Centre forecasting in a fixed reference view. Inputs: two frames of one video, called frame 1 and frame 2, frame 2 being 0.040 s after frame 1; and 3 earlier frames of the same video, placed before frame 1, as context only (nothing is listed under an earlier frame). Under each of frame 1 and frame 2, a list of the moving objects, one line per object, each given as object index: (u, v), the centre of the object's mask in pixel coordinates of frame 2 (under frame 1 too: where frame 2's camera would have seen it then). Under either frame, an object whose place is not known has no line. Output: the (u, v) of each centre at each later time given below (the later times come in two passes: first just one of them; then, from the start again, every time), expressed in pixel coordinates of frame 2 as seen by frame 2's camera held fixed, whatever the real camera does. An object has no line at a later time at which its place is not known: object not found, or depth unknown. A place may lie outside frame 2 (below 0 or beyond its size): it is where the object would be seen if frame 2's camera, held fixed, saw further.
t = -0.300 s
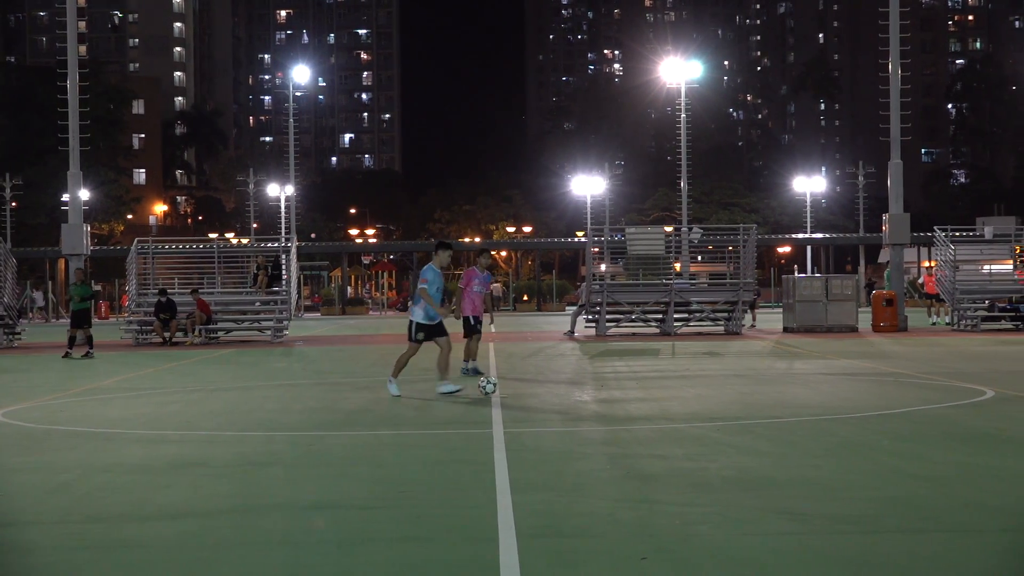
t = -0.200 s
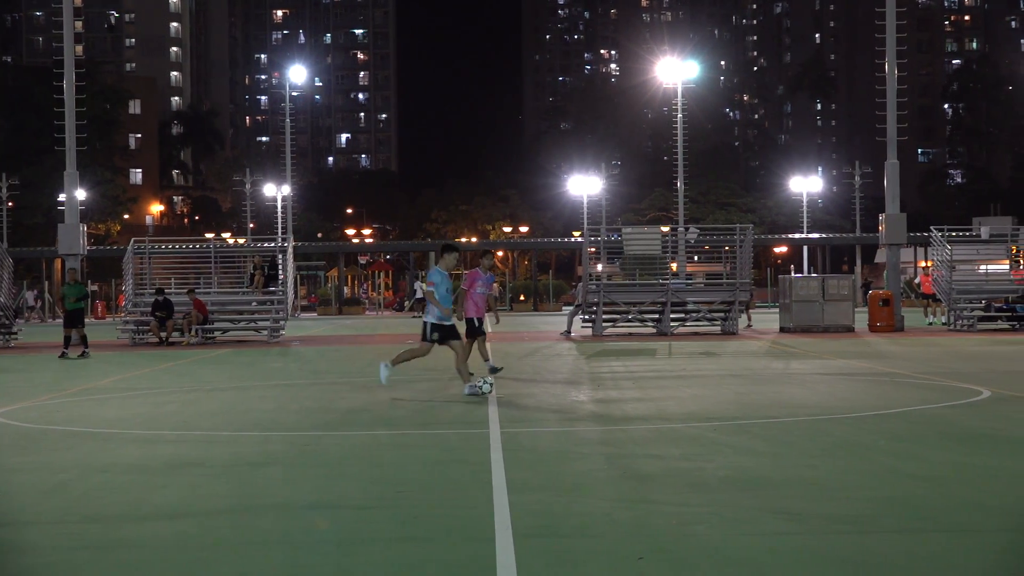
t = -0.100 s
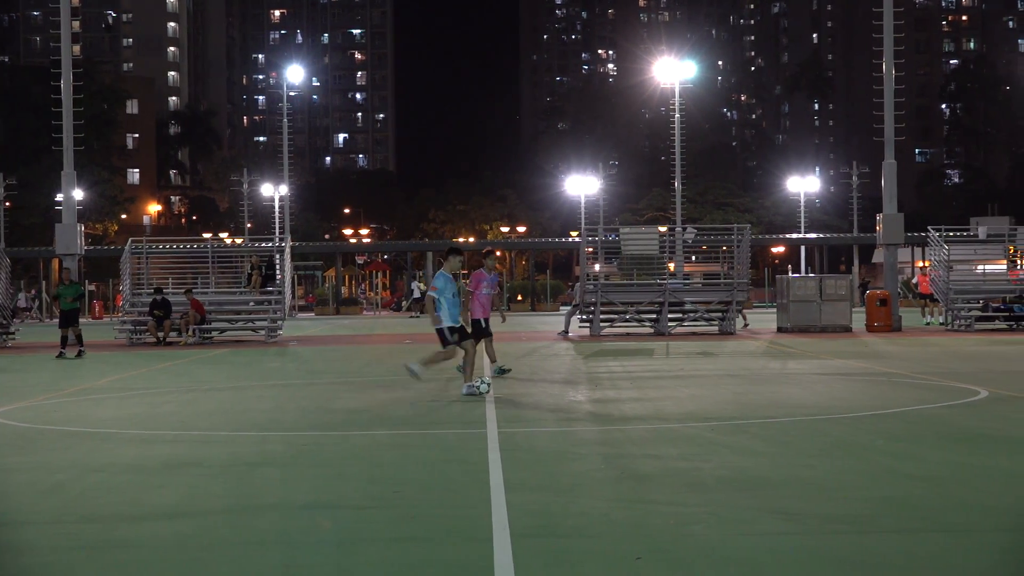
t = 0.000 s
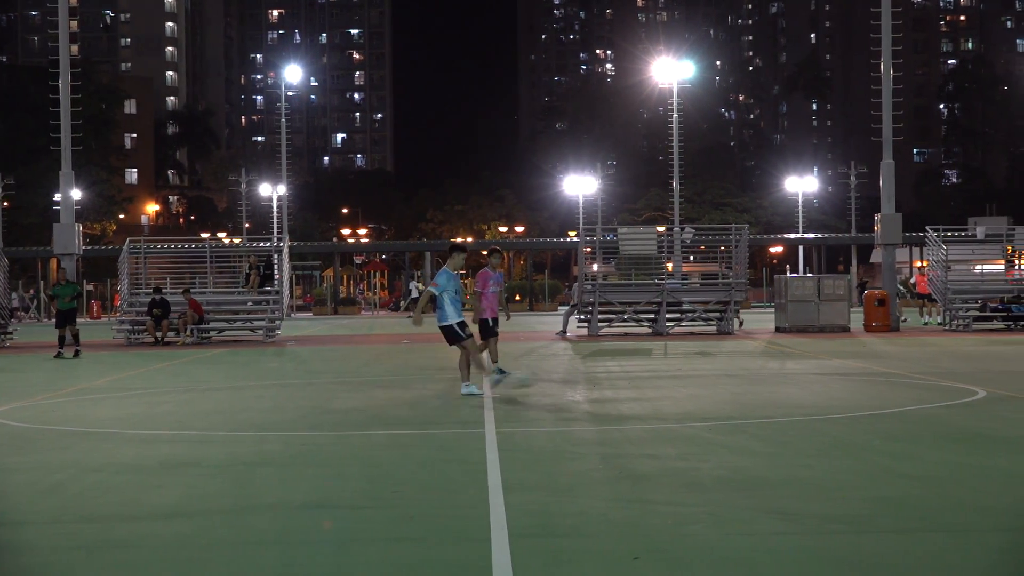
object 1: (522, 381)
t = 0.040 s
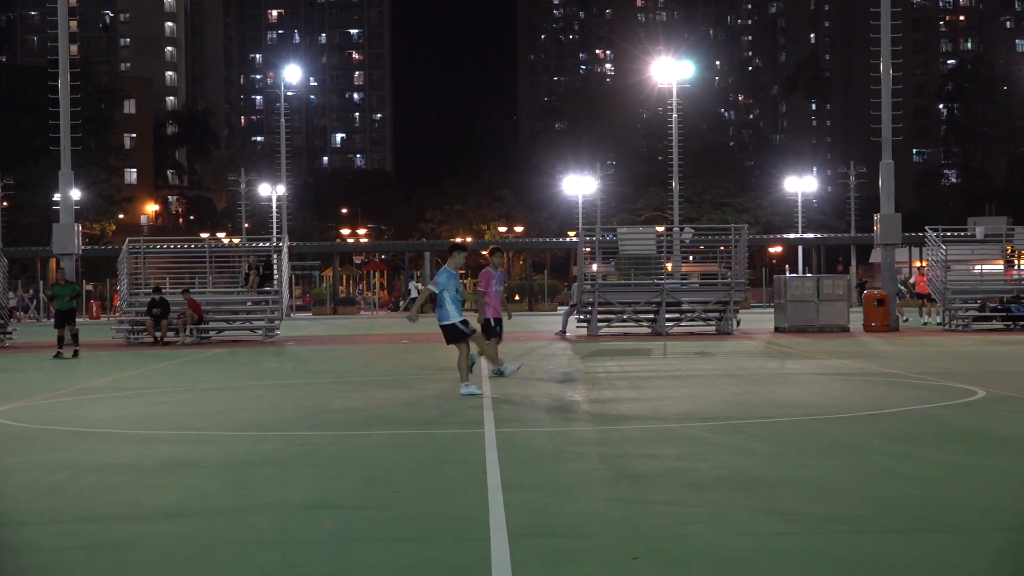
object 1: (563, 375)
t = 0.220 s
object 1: (748, 365)
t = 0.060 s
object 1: (586, 373)
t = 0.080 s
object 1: (608, 369)
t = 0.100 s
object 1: (629, 368)
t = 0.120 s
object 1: (650, 366)
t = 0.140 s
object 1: (669, 365)
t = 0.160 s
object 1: (689, 365)
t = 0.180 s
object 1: (710, 365)
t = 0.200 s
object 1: (729, 365)
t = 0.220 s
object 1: (748, 365)
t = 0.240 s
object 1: (766, 366)
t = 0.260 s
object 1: (786, 367)
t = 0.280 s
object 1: (801, 368)
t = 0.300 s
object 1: (818, 369)
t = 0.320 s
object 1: (836, 370)
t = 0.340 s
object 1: (848, 368)
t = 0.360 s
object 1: (862, 365)
